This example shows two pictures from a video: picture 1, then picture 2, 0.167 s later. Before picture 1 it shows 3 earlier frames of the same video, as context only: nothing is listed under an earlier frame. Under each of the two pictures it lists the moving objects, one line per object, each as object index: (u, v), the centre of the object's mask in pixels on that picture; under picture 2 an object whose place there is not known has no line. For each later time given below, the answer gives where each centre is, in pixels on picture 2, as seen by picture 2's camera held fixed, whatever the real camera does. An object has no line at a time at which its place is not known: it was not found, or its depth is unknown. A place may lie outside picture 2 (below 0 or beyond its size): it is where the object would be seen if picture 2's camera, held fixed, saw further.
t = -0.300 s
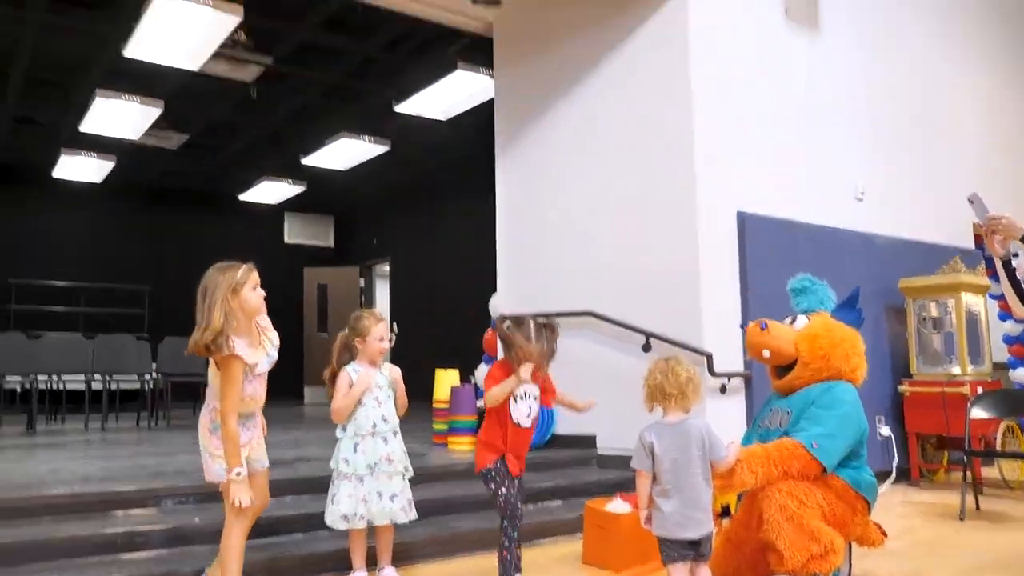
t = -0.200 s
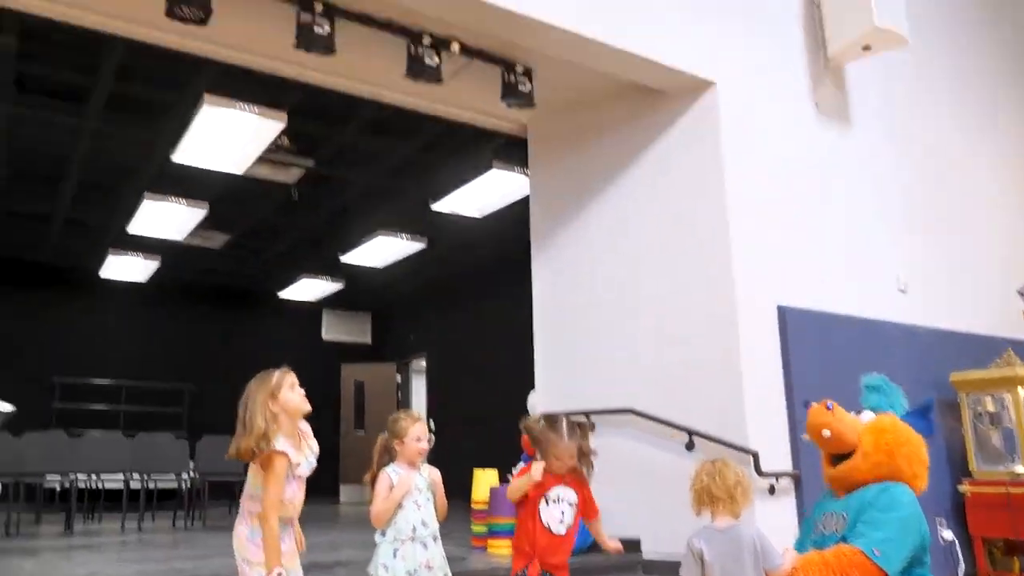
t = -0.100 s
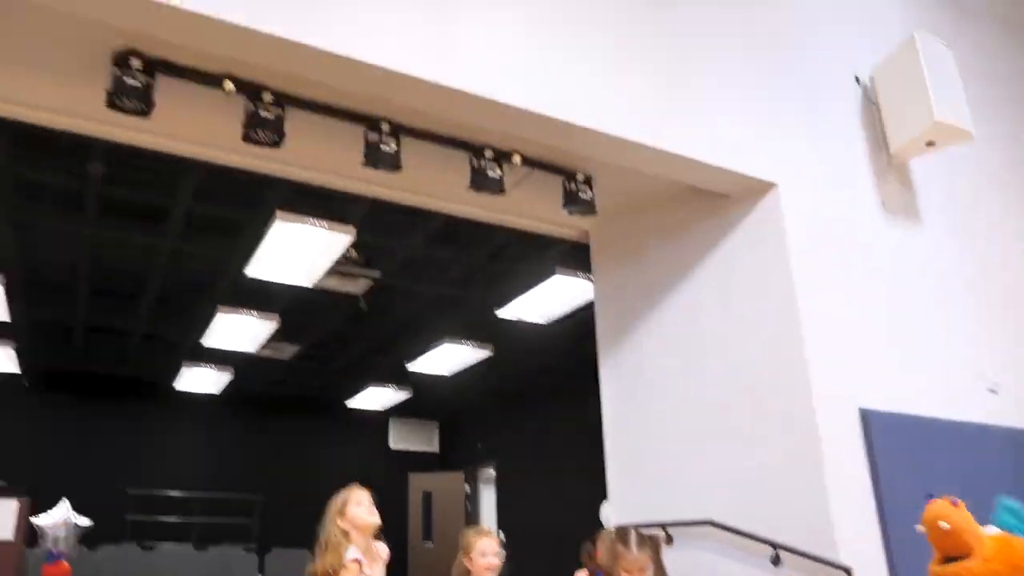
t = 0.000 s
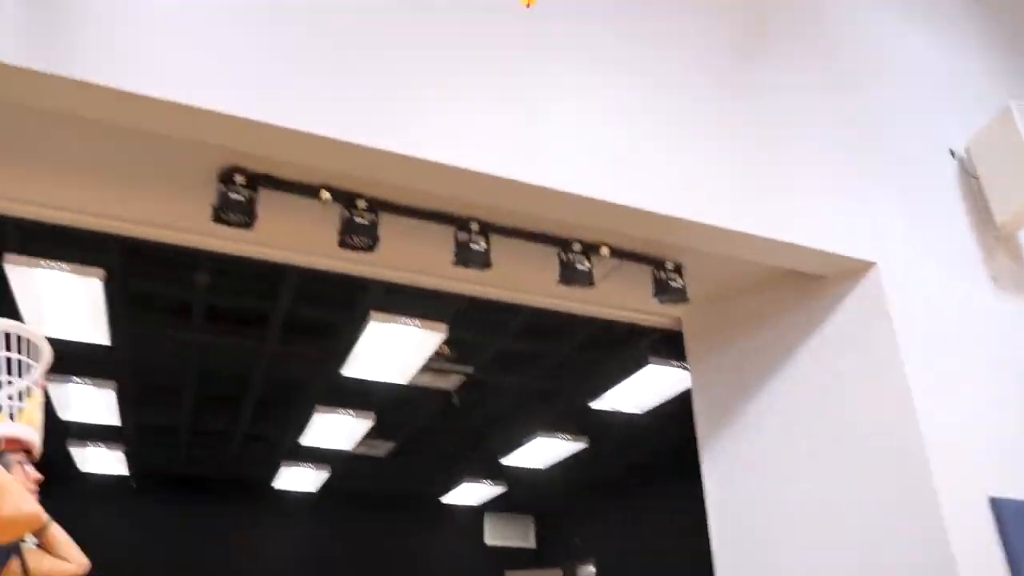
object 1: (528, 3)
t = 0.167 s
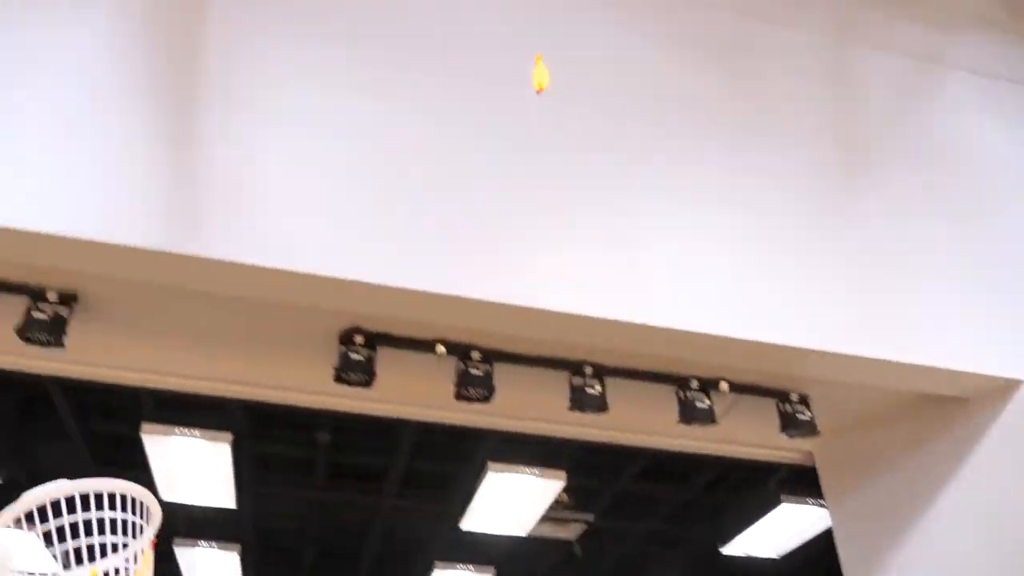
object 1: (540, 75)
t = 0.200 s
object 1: (523, 70)
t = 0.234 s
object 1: (506, 65)
